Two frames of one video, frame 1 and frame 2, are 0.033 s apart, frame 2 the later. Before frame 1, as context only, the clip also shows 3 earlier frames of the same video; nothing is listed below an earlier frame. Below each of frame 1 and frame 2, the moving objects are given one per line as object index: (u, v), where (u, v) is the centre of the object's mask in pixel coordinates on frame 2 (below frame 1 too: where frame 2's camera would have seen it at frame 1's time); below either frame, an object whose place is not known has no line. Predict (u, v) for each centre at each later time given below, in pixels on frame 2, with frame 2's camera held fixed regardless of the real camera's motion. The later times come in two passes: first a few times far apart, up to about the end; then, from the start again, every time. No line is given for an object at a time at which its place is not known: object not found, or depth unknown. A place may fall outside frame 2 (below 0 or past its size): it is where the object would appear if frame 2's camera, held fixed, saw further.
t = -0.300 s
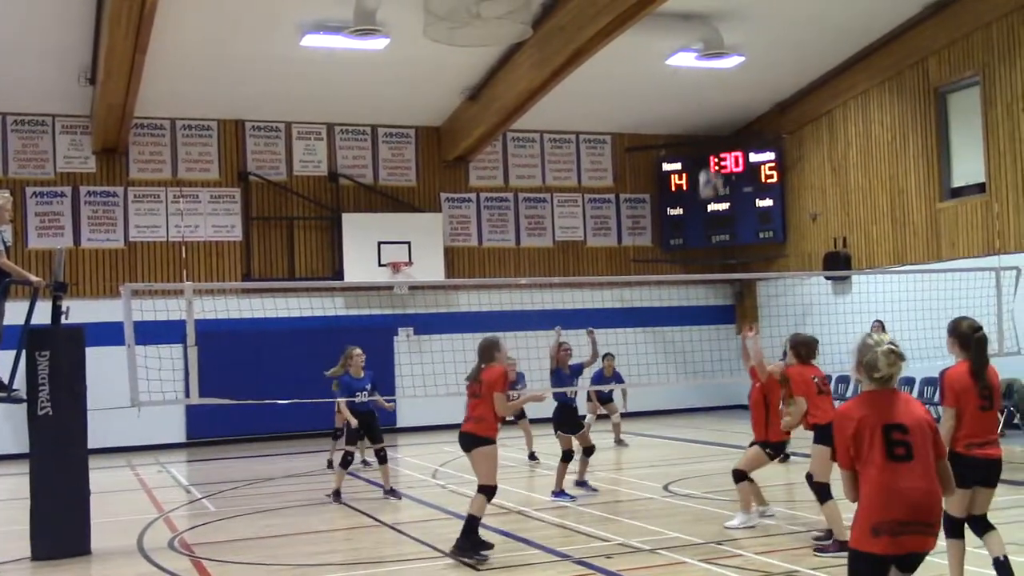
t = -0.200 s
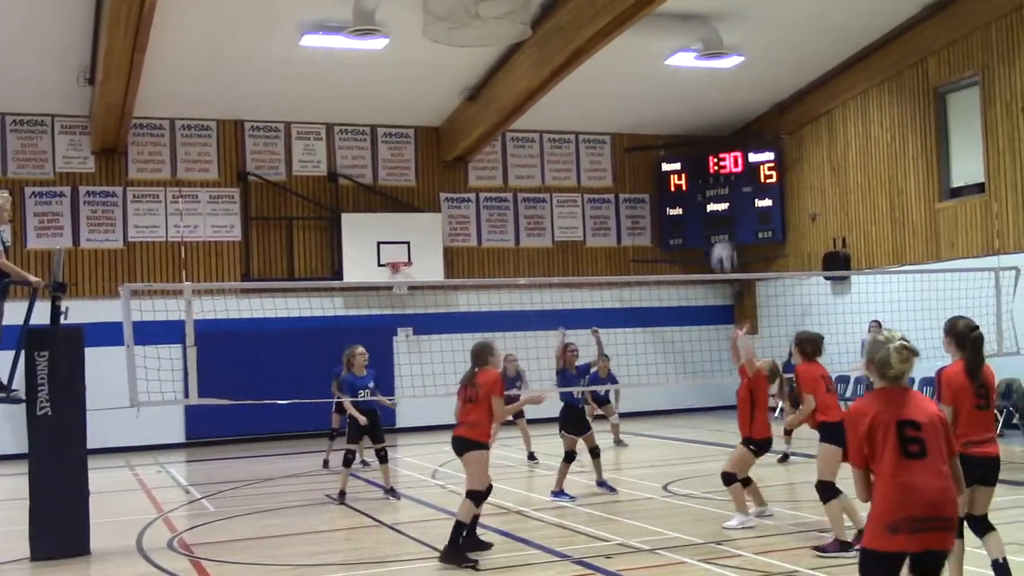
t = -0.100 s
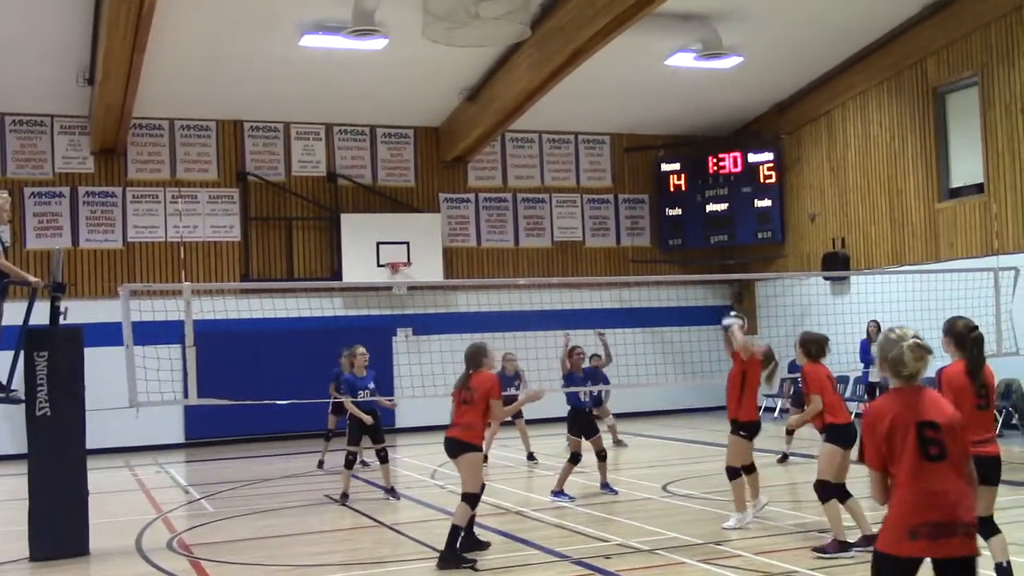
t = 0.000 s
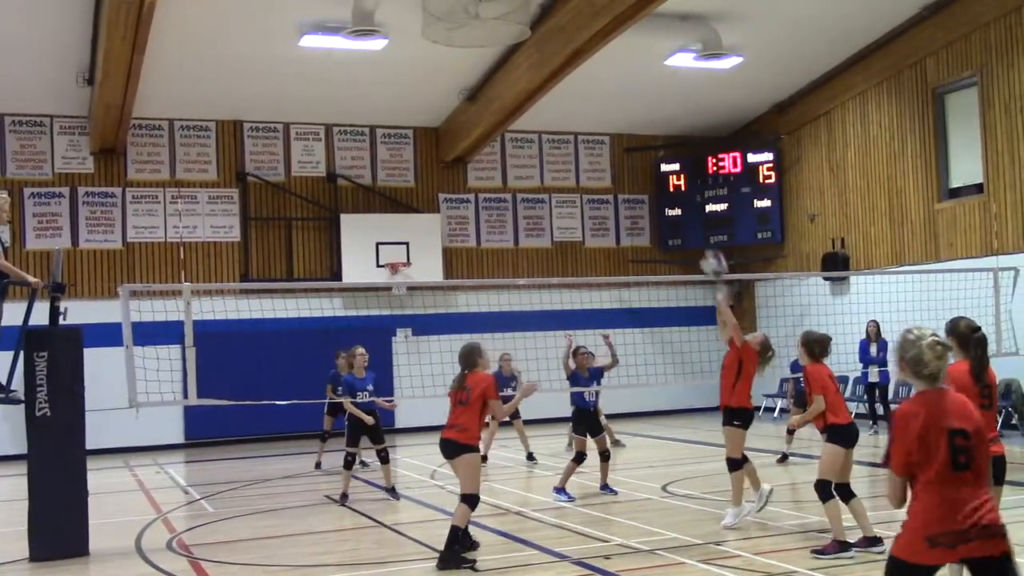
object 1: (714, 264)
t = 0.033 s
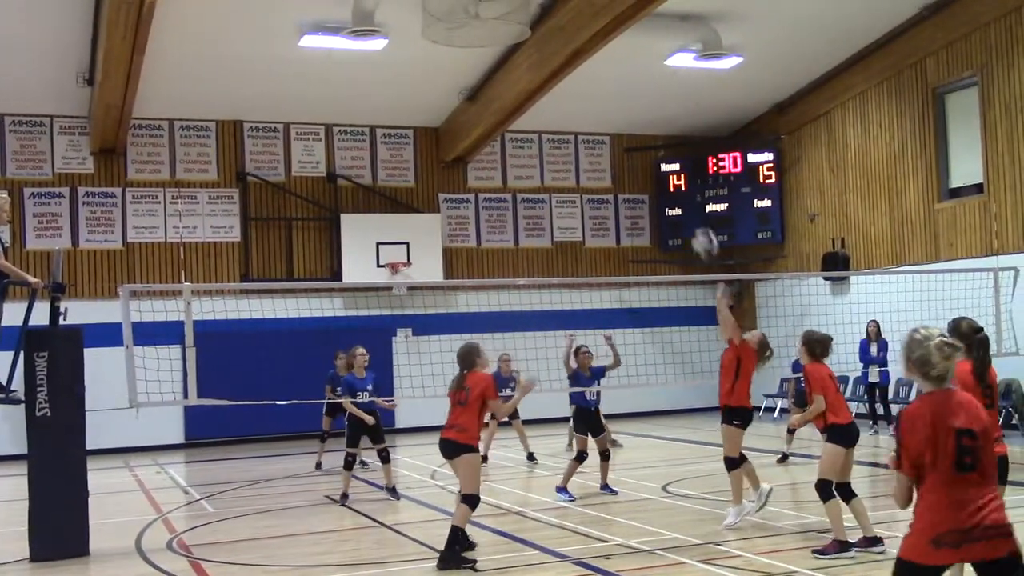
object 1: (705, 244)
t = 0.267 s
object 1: (643, 121)
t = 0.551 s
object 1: (572, 58)
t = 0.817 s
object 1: (509, 86)
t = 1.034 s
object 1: (458, 175)
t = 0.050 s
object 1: (700, 233)
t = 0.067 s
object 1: (696, 222)
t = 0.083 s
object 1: (691, 211)
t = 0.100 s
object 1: (687, 202)
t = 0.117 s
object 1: (684, 195)
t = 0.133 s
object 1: (678, 184)
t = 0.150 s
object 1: (672, 173)
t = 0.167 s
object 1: (668, 164)
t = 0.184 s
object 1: (663, 156)
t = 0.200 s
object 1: (659, 149)
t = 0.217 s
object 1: (655, 142)
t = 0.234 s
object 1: (650, 135)
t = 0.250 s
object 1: (647, 128)
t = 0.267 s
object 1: (643, 121)
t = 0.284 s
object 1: (639, 114)
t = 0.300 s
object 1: (634, 108)
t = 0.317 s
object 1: (630, 104)
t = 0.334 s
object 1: (625, 99)
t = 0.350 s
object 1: (621, 92)
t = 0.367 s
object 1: (617, 87)
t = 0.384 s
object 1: (612, 83)
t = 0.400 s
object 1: (608, 80)
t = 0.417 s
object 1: (604, 76)
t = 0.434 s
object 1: (600, 73)
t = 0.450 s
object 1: (596, 69)
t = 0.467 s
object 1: (592, 66)
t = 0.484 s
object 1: (588, 64)
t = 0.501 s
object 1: (584, 62)
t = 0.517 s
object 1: (579, 60)
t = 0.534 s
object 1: (576, 59)
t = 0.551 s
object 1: (572, 58)
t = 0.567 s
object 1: (567, 57)
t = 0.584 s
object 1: (563, 56)
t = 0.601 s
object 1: (559, 56)
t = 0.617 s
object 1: (556, 56)
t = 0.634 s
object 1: (552, 57)
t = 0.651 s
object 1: (548, 58)
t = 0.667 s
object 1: (543, 59)
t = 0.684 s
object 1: (540, 60)
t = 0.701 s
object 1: (536, 63)
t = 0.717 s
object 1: (532, 65)
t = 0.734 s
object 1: (528, 68)
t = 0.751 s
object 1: (524, 71)
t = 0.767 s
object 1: (521, 73)
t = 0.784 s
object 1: (517, 77)
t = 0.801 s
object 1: (513, 81)
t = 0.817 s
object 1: (509, 86)
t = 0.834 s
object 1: (505, 90)
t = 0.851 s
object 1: (500, 95)
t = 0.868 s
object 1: (496, 101)
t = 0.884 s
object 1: (493, 106)
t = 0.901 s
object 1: (489, 113)
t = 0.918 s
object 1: (486, 119)
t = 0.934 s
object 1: (482, 125)
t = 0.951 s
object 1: (478, 133)
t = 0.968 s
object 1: (472, 141)
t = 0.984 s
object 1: (469, 148)
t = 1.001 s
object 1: (465, 157)
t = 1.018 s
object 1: (462, 166)
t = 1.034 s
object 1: (458, 175)
